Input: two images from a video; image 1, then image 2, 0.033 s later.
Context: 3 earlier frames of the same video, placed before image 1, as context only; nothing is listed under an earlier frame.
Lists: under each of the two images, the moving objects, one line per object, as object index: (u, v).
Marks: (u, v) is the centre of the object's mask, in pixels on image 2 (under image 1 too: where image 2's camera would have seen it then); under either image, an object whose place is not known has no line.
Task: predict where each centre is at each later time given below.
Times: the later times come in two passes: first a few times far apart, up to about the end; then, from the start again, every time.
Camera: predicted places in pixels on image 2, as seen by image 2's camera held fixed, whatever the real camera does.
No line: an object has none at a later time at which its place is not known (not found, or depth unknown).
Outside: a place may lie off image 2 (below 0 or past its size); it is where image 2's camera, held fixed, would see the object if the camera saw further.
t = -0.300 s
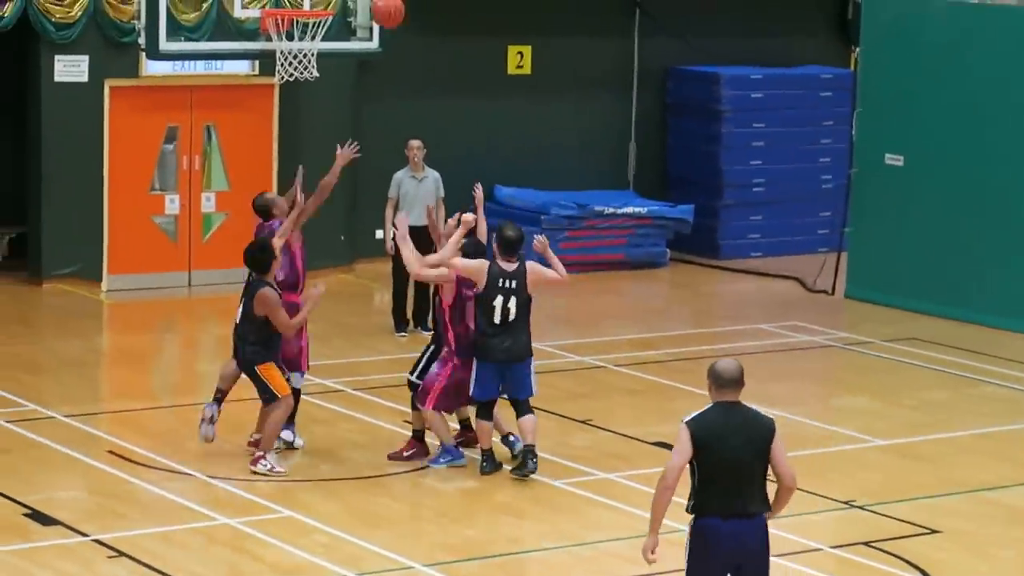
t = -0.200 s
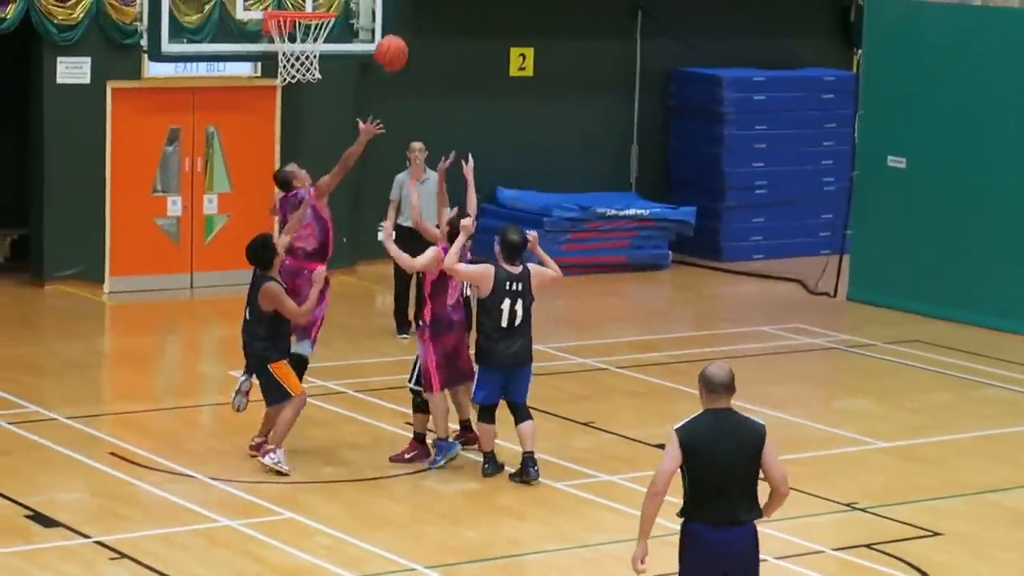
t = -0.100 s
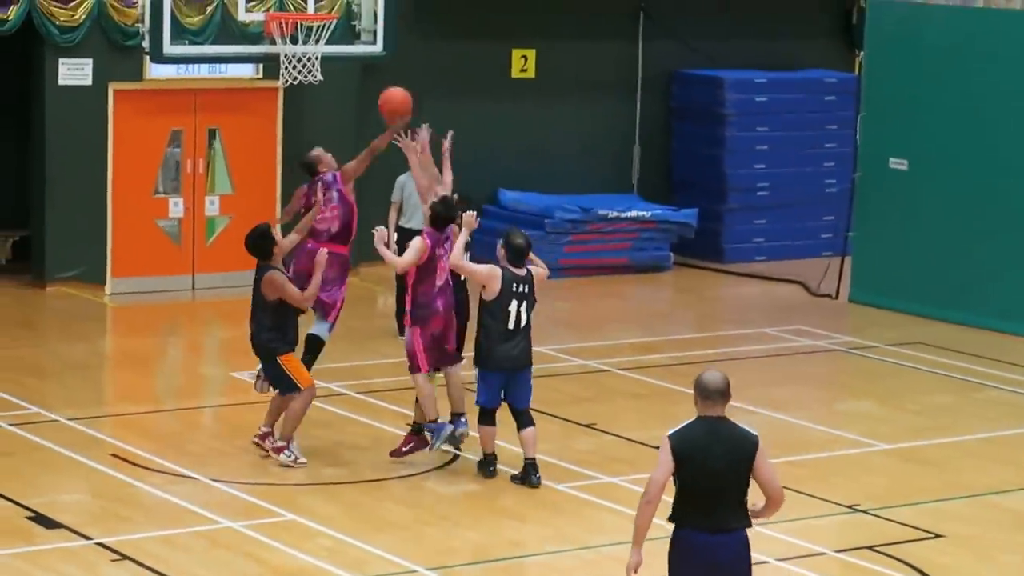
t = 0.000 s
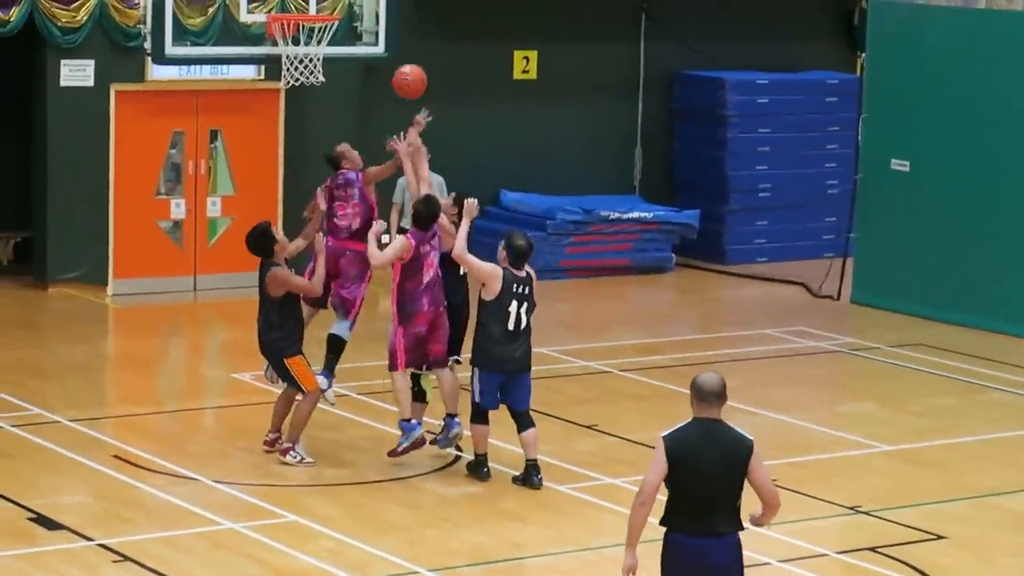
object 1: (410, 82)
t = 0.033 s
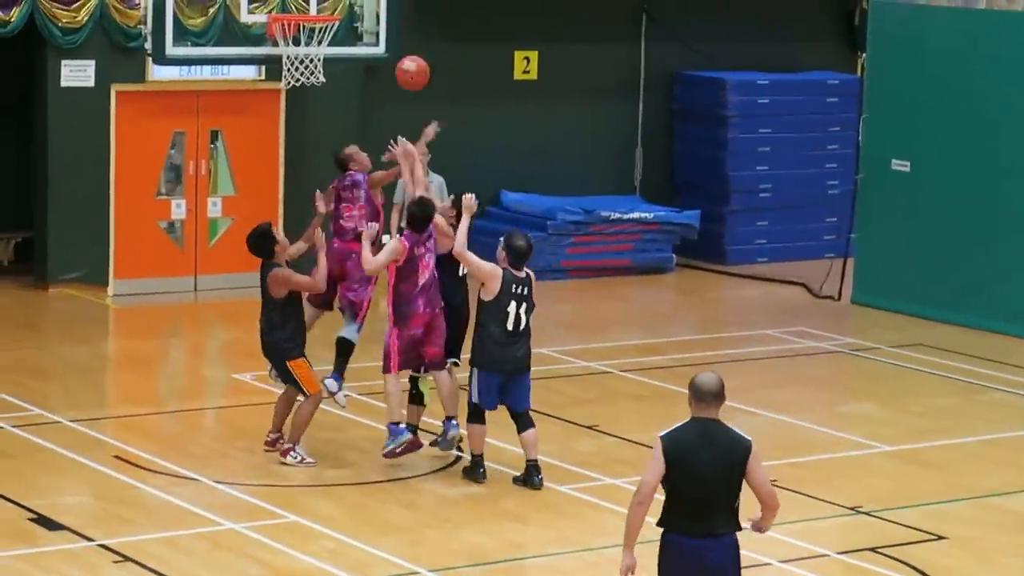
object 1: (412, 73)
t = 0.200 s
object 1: (422, 50)
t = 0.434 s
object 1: (434, 82)
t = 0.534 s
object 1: (437, 116)
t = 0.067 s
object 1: (414, 65)
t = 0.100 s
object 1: (416, 59)
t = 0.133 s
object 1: (418, 55)
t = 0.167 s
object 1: (420, 52)
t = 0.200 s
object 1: (422, 50)
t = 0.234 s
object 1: (423, 50)
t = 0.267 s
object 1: (425, 52)
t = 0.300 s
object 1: (427, 55)
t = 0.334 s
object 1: (428, 60)
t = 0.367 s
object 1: (430, 66)
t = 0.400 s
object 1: (432, 73)
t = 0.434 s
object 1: (434, 82)
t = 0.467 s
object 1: (435, 92)
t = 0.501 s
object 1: (436, 103)
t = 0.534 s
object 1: (437, 116)
